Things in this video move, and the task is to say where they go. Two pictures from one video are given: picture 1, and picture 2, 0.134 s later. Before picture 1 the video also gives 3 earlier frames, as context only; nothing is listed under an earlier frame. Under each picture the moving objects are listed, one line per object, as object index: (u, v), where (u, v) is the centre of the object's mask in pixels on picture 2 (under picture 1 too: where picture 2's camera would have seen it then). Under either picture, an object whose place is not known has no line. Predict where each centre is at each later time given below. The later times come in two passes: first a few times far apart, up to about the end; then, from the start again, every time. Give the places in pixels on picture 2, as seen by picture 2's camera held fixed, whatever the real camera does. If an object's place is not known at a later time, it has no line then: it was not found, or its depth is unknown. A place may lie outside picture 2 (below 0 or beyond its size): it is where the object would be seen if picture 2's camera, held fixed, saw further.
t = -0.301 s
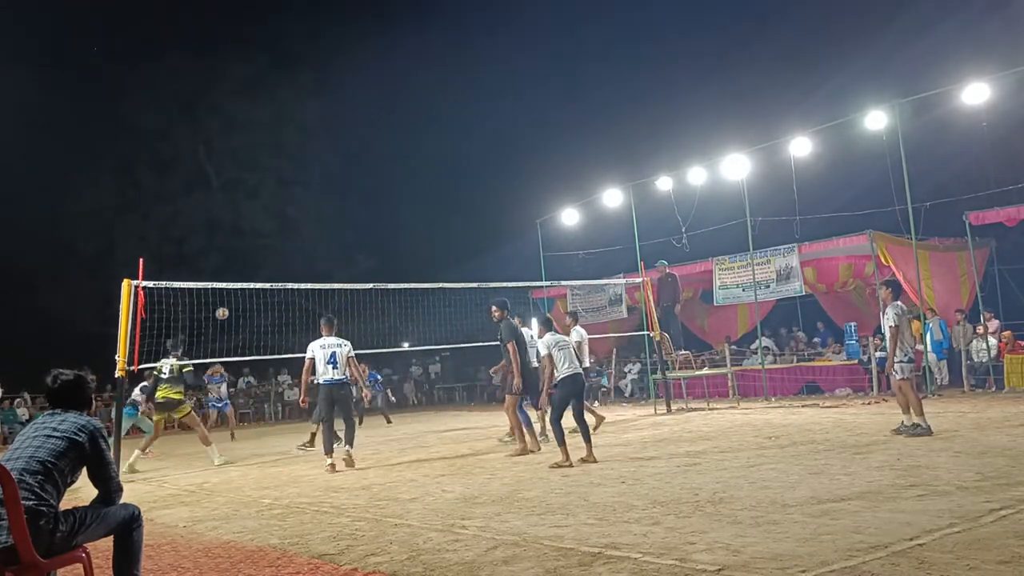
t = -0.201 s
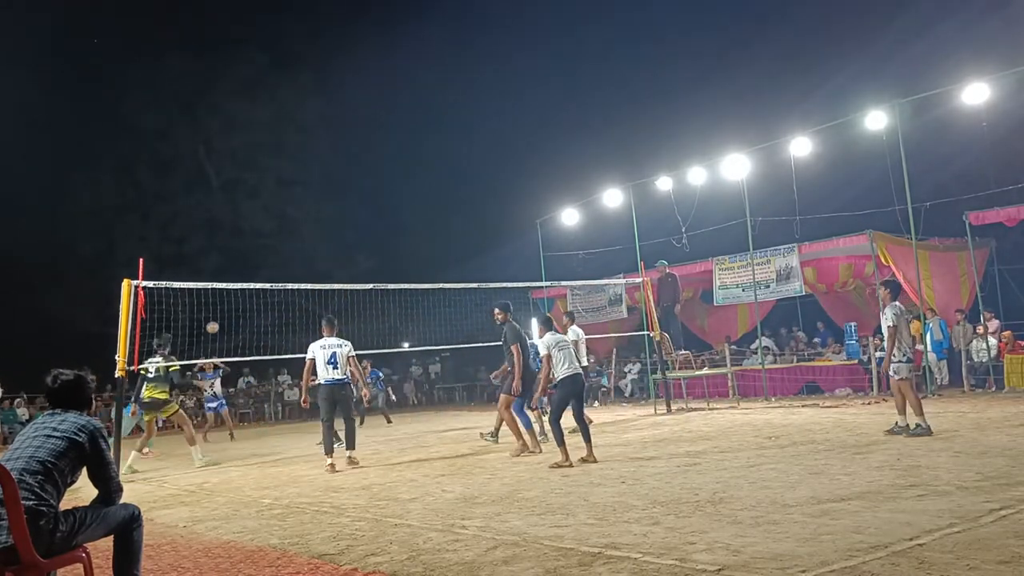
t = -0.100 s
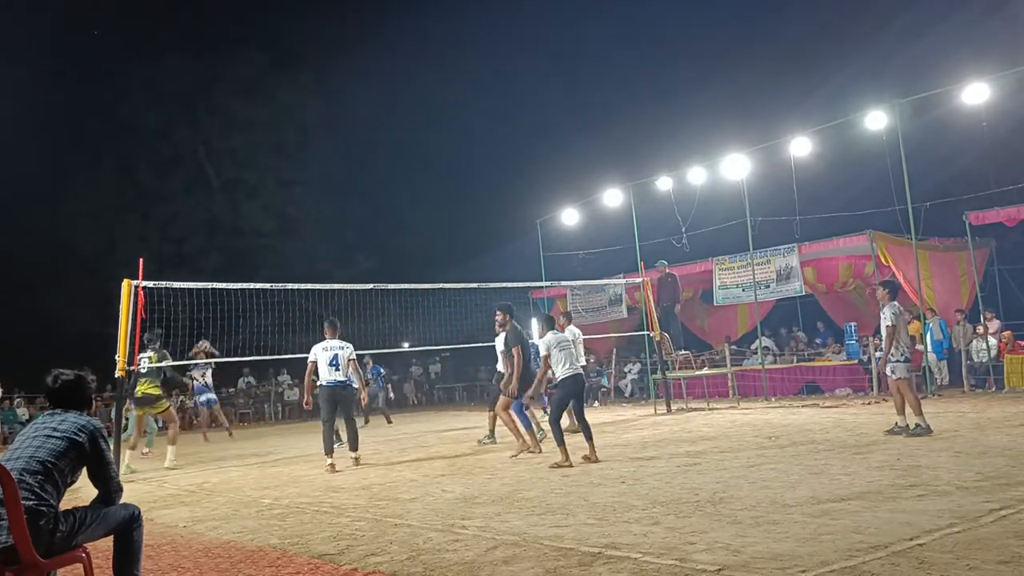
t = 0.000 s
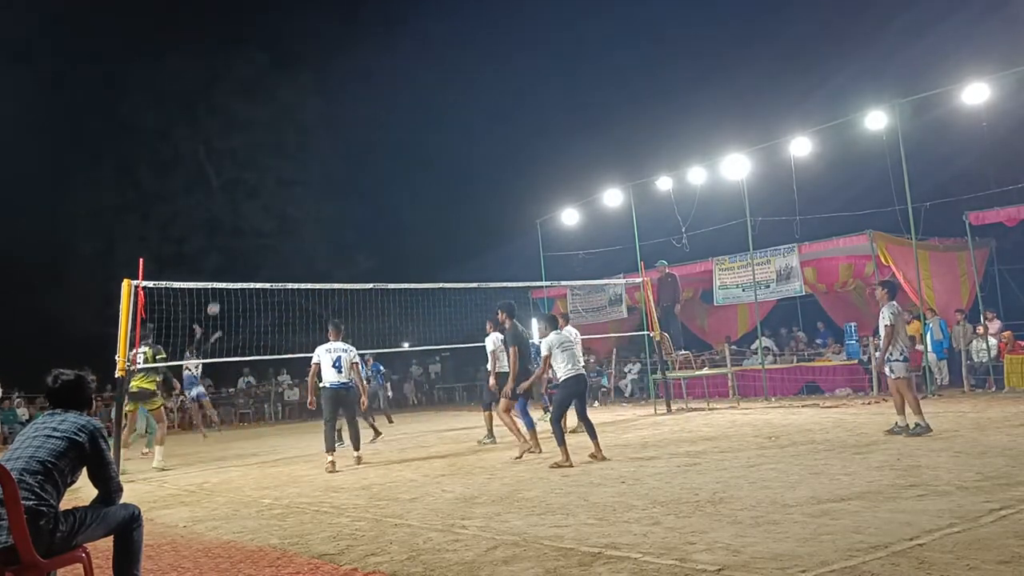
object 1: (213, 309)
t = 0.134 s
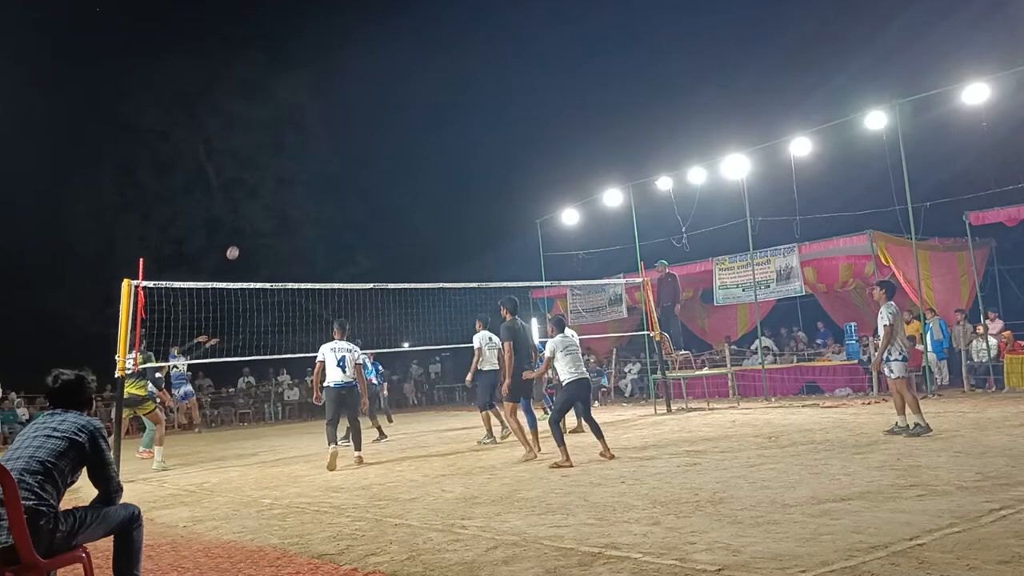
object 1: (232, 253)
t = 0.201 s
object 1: (242, 229)
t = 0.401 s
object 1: (271, 171)
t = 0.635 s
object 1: (306, 132)
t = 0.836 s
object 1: (337, 120)
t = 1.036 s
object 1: (369, 128)
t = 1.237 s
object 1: (402, 156)
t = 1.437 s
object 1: (435, 204)
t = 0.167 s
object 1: (237, 241)
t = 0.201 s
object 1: (242, 229)
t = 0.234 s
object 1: (247, 218)
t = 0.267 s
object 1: (251, 207)
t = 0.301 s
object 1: (256, 197)
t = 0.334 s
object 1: (261, 188)
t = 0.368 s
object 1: (266, 179)
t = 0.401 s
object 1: (271, 171)
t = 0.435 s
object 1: (276, 164)
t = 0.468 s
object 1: (281, 157)
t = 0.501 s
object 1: (286, 151)
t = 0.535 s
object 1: (291, 145)
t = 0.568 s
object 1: (296, 140)
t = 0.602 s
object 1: (301, 136)
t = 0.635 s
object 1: (306, 132)
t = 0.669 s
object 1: (312, 128)
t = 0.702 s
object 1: (317, 126)
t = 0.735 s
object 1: (322, 123)
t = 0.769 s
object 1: (327, 122)
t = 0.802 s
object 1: (332, 120)
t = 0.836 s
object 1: (337, 120)
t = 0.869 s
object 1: (342, 120)
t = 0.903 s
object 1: (347, 120)
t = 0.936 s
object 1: (353, 121)
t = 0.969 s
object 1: (358, 123)
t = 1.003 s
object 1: (364, 125)
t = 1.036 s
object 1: (369, 128)
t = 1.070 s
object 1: (375, 131)
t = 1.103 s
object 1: (380, 135)
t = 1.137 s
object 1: (385, 139)
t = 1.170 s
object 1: (391, 144)
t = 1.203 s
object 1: (396, 150)
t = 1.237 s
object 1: (402, 156)
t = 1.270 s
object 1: (407, 163)
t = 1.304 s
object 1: (413, 170)
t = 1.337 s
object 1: (418, 177)
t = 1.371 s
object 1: (424, 186)
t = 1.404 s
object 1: (430, 195)
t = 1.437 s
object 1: (435, 204)
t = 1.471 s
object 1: (441, 214)
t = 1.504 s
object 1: (446, 225)
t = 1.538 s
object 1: (452, 236)
